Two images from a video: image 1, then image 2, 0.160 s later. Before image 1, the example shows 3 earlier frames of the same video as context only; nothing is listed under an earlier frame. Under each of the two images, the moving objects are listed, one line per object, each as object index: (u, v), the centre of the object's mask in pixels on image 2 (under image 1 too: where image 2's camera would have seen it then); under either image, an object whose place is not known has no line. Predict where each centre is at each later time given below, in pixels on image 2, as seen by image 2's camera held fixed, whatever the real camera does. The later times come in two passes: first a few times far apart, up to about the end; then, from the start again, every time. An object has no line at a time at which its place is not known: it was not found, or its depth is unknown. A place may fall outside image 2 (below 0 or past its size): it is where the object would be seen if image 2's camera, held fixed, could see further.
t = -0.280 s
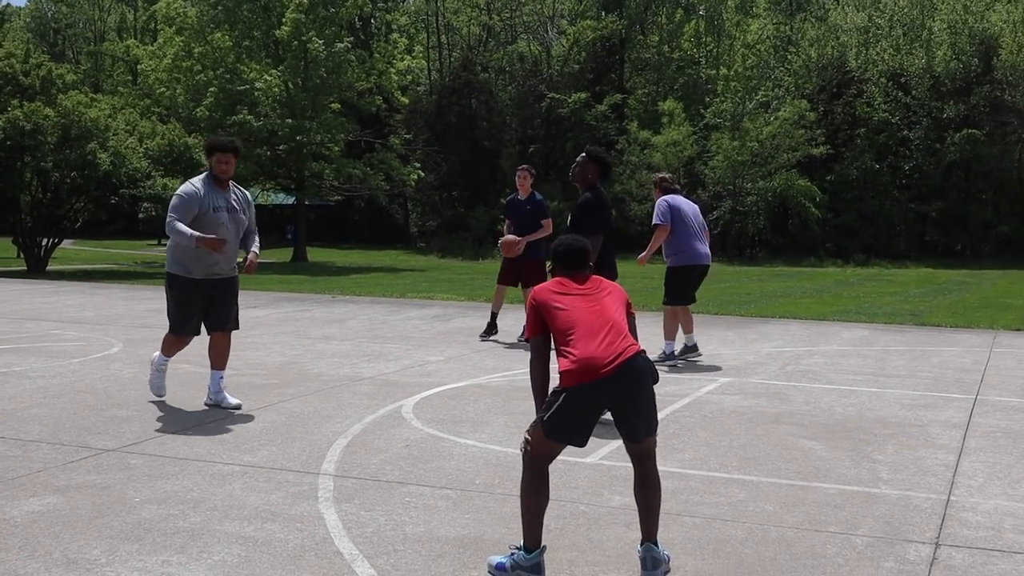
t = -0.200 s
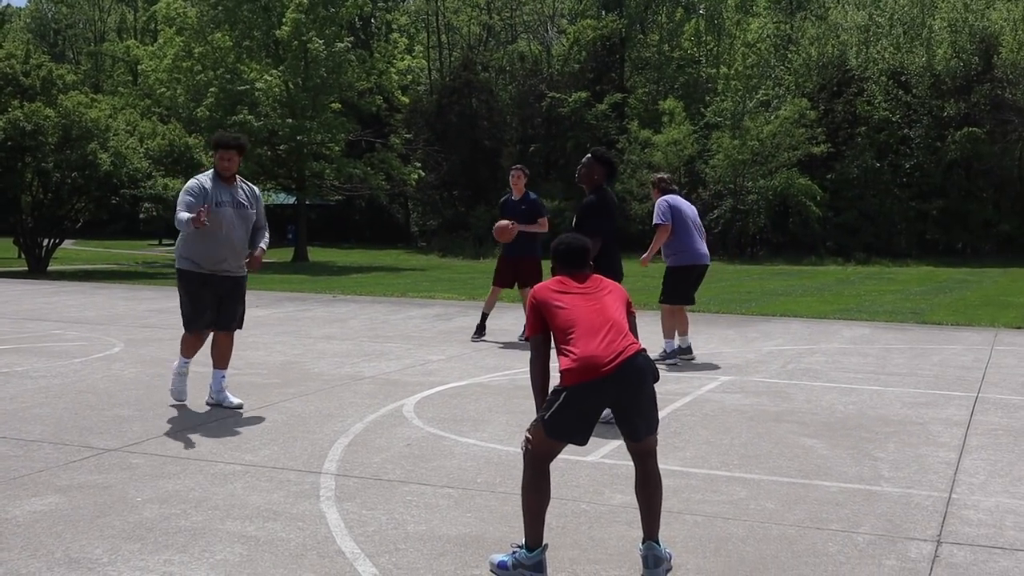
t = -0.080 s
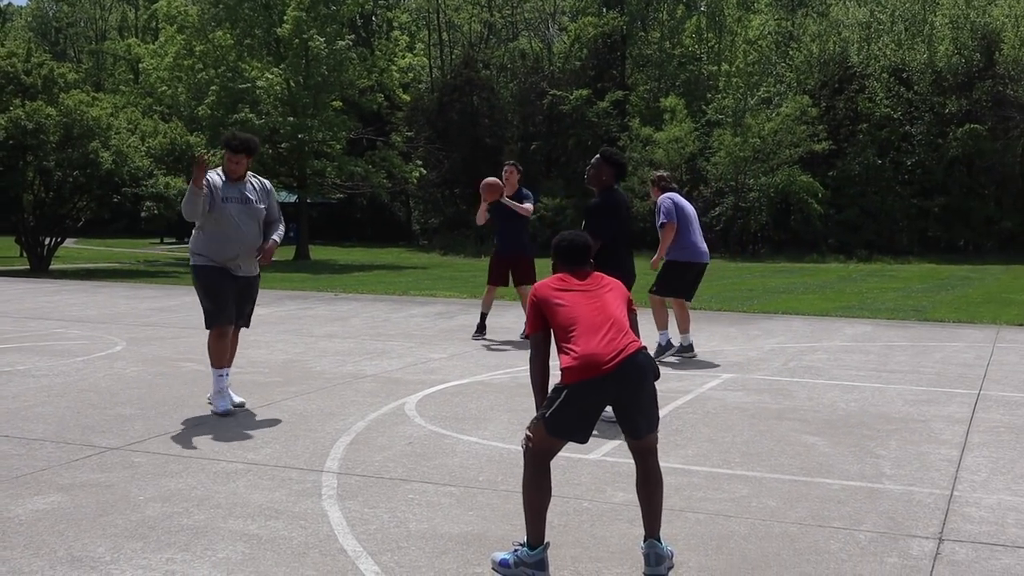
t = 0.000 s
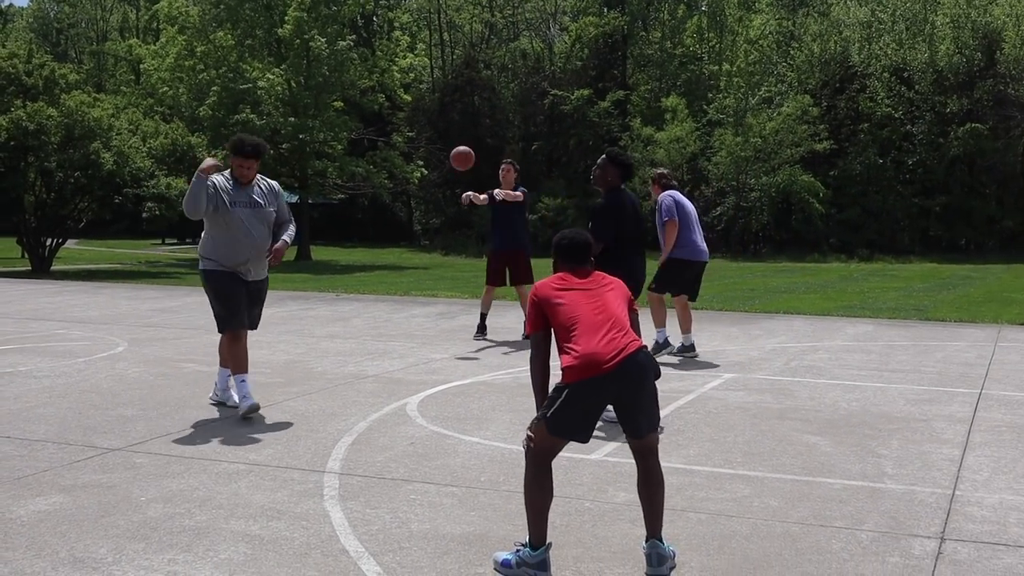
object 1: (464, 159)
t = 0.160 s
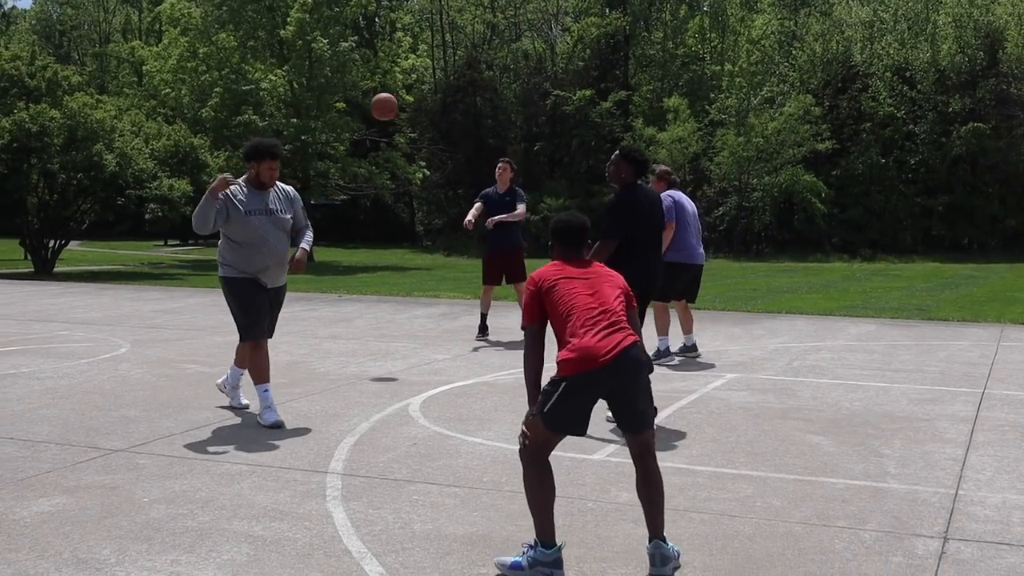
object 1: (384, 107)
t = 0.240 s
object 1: (337, 87)
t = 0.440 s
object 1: (191, 59)
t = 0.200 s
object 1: (361, 96)
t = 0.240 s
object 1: (337, 87)
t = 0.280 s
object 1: (313, 78)
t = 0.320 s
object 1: (285, 72)
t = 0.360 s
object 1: (255, 66)
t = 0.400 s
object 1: (224, 62)
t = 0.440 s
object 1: (191, 59)
